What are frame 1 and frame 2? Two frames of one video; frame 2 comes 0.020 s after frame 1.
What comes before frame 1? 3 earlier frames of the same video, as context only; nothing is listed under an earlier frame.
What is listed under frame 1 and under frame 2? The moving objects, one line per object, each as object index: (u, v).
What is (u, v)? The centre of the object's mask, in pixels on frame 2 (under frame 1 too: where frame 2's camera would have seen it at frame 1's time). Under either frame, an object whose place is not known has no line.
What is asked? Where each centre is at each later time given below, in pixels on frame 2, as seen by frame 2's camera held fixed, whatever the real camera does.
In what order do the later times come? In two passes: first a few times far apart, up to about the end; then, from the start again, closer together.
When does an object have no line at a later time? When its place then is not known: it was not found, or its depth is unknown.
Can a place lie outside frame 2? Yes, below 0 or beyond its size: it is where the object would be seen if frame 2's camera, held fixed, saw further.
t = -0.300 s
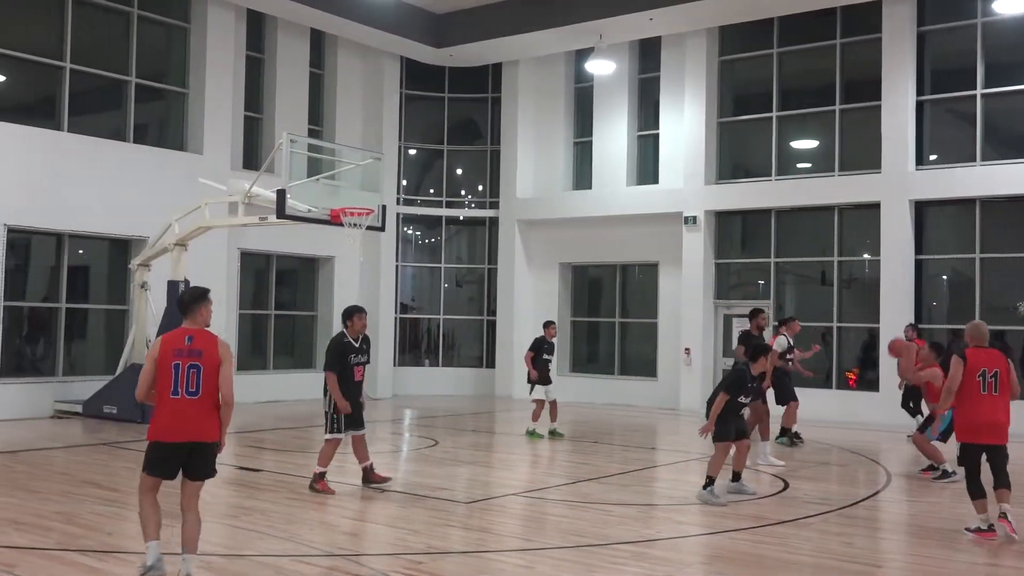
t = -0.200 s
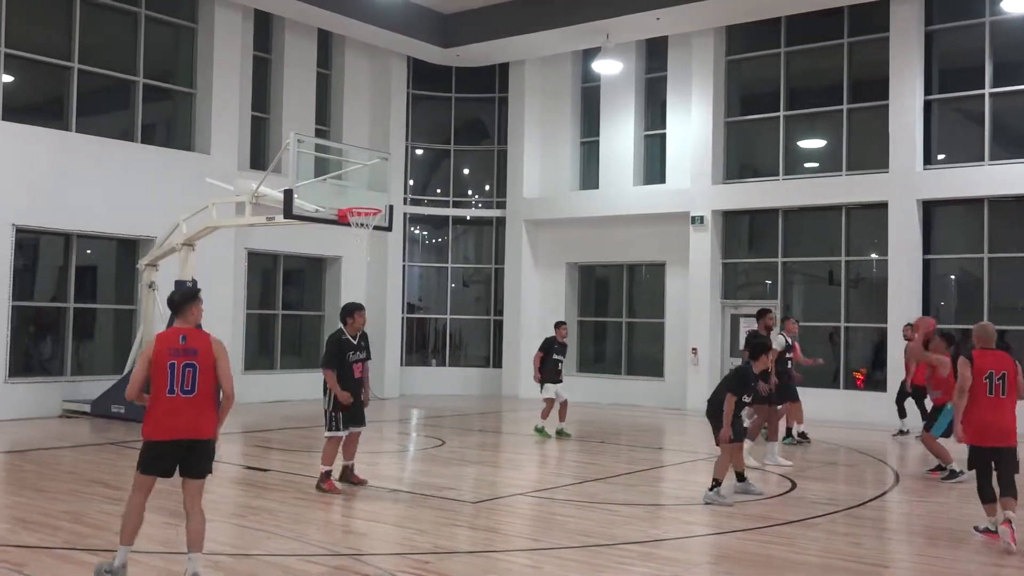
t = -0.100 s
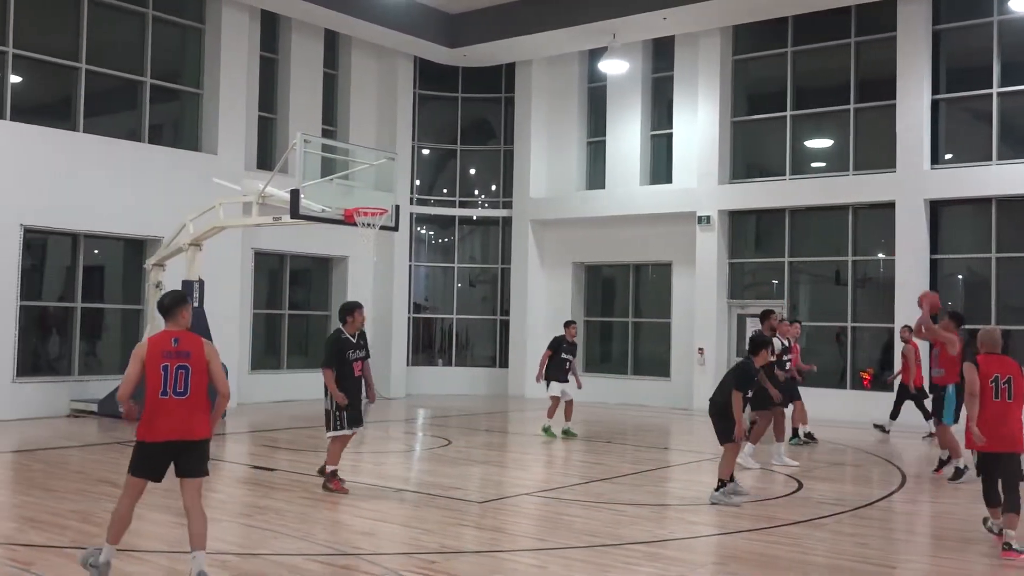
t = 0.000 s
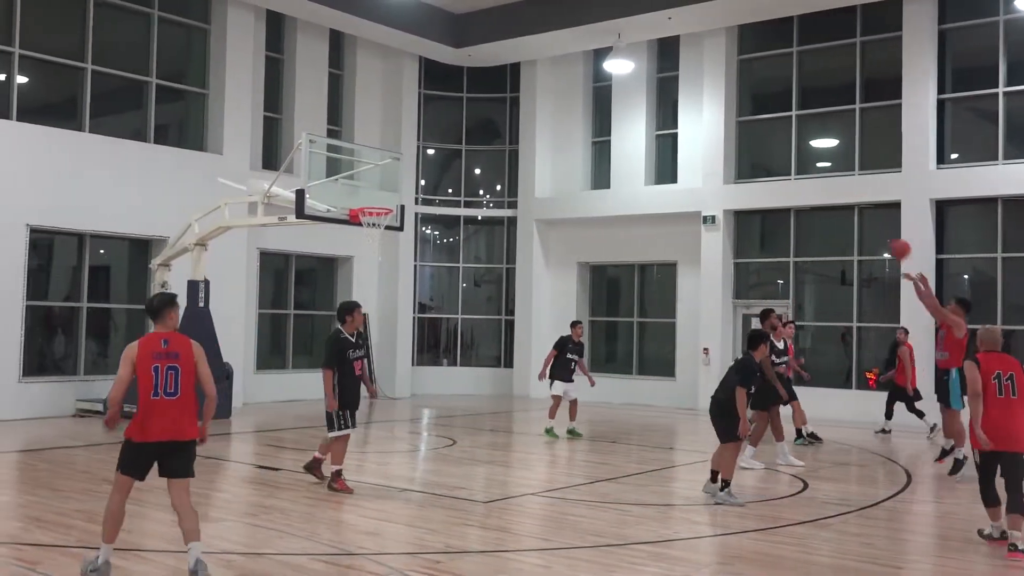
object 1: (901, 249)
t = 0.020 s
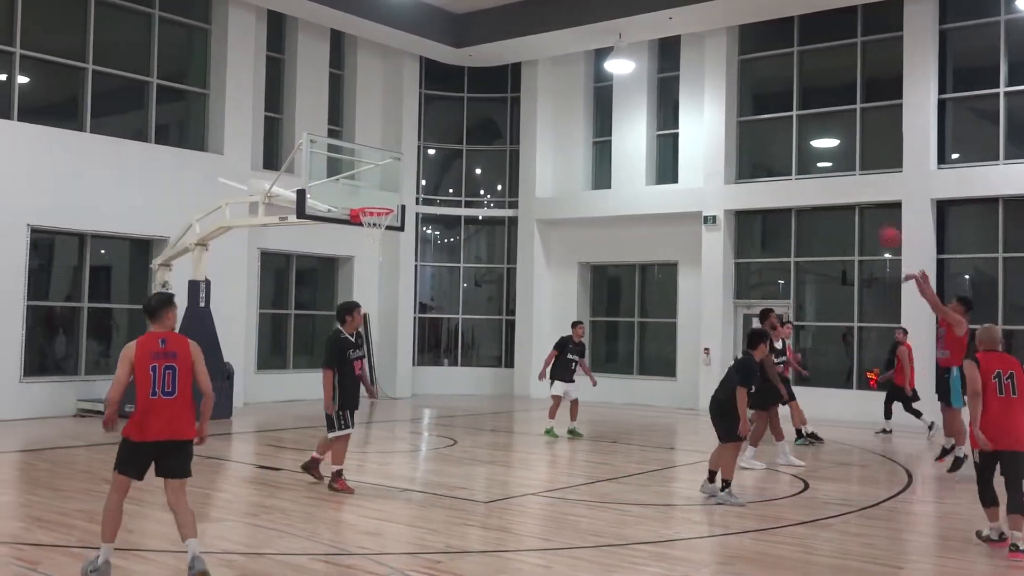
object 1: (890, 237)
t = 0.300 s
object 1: (754, 122)
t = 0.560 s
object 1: (640, 77)
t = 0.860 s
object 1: (517, 92)
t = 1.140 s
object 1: (412, 163)
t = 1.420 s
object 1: (382, 258)
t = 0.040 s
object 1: (881, 227)
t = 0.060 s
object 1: (870, 217)
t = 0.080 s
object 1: (860, 207)
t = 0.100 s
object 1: (850, 197)
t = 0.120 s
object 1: (840, 188)
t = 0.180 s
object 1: (810, 162)
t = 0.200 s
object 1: (802, 155)
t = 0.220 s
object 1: (792, 147)
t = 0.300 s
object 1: (754, 122)
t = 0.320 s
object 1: (746, 116)
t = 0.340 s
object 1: (738, 111)
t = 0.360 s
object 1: (728, 106)
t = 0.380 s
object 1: (718, 102)
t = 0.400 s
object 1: (709, 98)
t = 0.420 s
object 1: (701, 94)
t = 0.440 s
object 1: (692, 90)
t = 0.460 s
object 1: (683, 87)
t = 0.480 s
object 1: (672, 86)
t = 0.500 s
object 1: (667, 83)
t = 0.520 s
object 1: (658, 80)
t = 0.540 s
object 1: (649, 78)
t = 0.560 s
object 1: (640, 77)
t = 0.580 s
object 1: (632, 77)
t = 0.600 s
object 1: (624, 77)
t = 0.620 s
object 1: (616, 76)
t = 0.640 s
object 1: (606, 75)
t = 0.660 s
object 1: (599, 75)
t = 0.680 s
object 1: (591, 76)
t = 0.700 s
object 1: (582, 76)
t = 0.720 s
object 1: (574, 77)
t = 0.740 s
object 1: (566, 78)
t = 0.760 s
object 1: (558, 79)
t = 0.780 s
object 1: (550, 81)
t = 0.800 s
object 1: (542, 83)
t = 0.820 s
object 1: (533, 86)
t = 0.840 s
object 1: (525, 89)
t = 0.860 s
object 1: (517, 92)
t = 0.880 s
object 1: (510, 94)
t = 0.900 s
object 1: (501, 98)
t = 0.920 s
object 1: (495, 103)
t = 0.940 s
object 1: (487, 107)
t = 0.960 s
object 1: (479, 111)
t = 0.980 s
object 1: (471, 116)
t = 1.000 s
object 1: (464, 121)
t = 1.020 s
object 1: (456, 126)
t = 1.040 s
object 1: (449, 133)
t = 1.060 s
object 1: (442, 137)
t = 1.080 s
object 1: (433, 142)
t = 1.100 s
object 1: (427, 149)
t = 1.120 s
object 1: (418, 156)
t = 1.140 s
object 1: (412, 163)
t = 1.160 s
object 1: (404, 171)
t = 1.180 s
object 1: (397, 178)
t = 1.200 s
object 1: (390, 186)
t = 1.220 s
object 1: (382, 194)
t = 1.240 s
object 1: (375, 200)
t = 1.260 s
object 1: (368, 209)
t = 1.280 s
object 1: (365, 216)
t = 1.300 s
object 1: (368, 223)
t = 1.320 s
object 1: (370, 230)
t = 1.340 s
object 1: (373, 237)
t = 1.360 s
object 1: (376, 241)
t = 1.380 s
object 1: (378, 247)
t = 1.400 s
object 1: (380, 252)
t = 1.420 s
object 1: (382, 258)
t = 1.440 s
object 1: (384, 265)
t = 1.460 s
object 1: (387, 271)
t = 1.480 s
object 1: (389, 278)
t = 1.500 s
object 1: (391, 285)
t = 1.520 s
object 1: (393, 293)
